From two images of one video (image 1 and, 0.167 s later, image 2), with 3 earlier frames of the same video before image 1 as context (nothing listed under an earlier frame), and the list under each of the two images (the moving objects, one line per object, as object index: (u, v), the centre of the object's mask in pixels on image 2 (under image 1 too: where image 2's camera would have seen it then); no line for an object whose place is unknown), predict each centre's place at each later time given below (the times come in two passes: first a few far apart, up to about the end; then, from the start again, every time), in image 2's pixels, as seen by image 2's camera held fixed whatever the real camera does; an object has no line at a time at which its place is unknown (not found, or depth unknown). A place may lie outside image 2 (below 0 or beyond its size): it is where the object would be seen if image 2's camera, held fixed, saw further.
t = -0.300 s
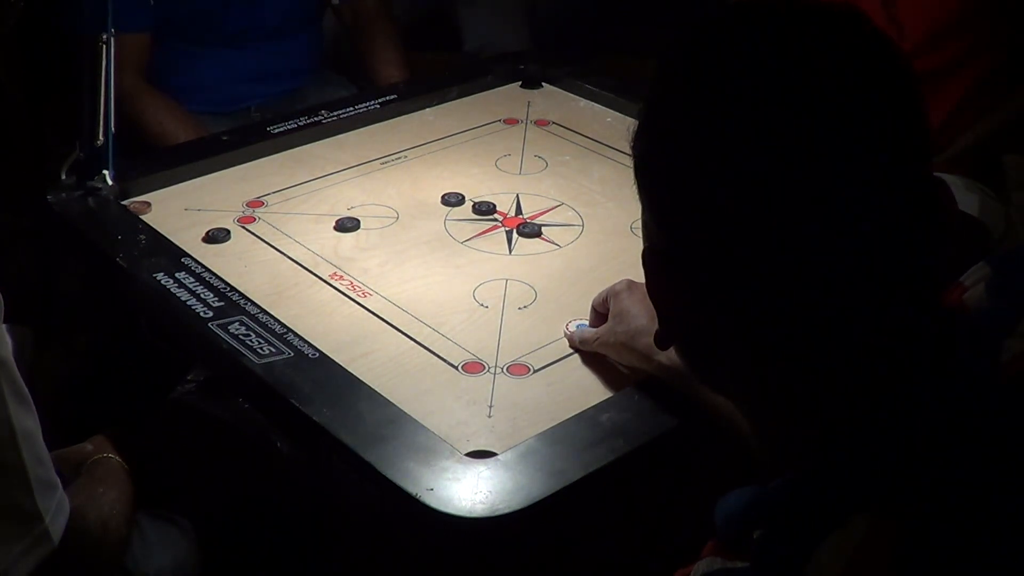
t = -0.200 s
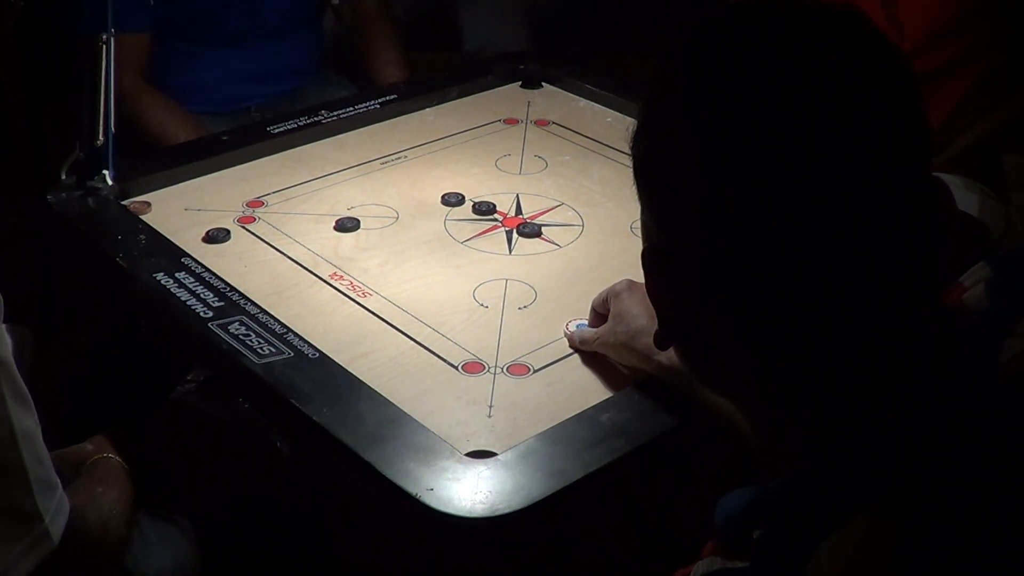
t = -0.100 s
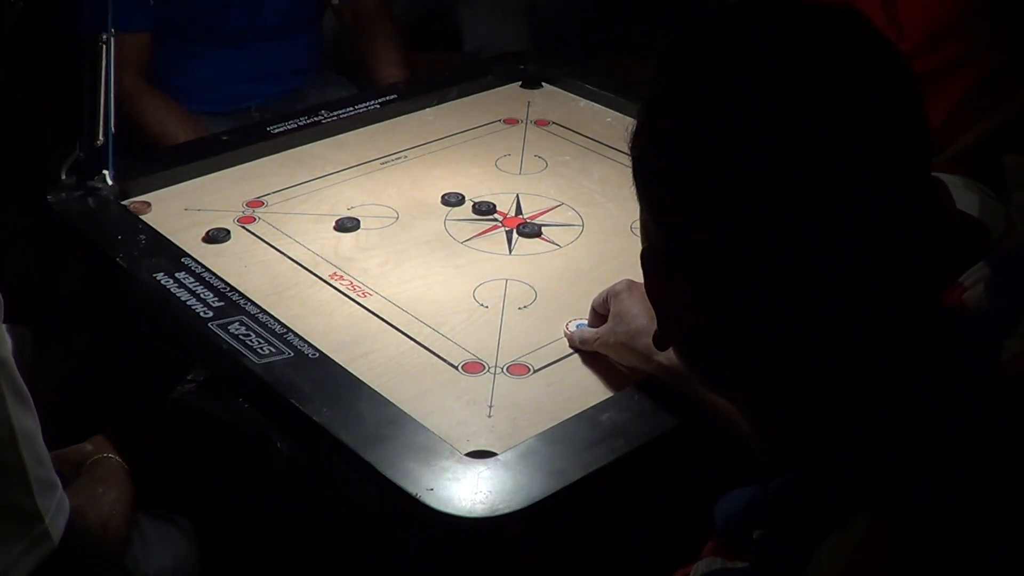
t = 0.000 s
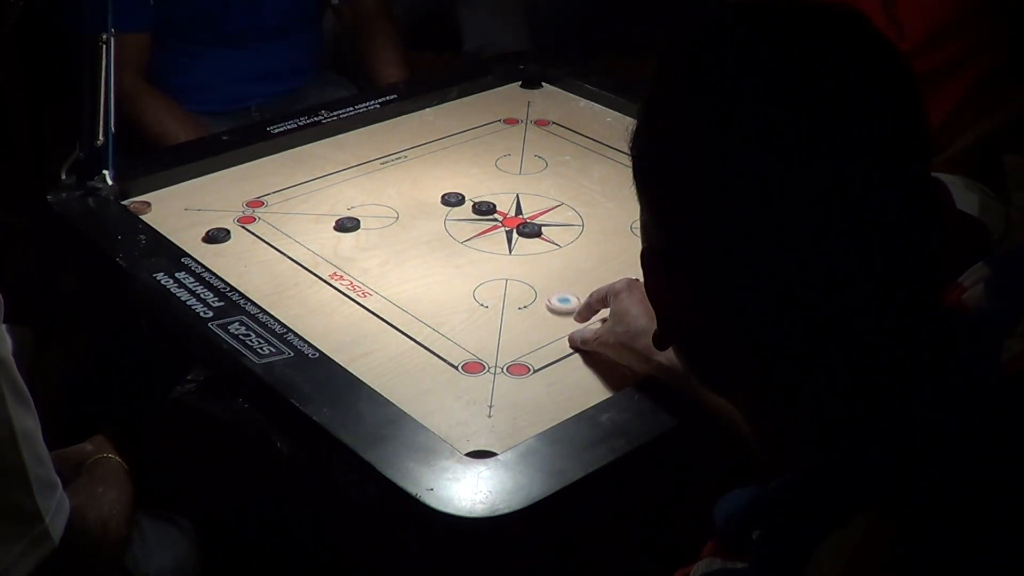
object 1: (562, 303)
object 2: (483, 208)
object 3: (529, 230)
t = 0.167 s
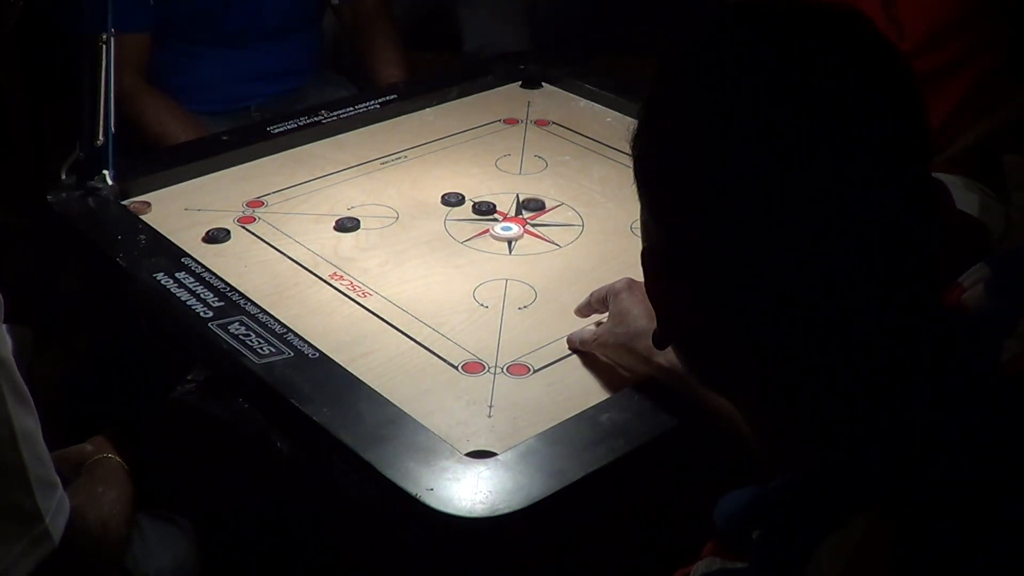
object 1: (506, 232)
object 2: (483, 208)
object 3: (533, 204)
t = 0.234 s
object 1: (488, 219)
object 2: (481, 204)
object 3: (538, 176)
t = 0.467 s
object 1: (463, 210)
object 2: (457, 161)
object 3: (549, 107)
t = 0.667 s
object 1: (462, 210)
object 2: (449, 146)
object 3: (517, 90)
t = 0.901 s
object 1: (461, 210)
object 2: (449, 146)
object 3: (494, 97)
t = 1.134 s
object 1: (461, 210)
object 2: (449, 146)
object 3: (493, 98)
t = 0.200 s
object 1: (496, 224)
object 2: (483, 208)
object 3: (536, 189)
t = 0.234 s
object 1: (488, 219)
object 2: (481, 204)
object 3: (538, 176)
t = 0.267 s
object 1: (482, 218)
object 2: (477, 196)
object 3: (540, 164)
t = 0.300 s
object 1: (477, 215)
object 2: (473, 189)
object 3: (542, 152)
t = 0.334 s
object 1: (472, 214)
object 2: (469, 182)
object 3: (544, 142)
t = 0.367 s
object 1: (469, 212)
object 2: (465, 176)
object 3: (546, 132)
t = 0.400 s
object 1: (465, 211)
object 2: (462, 170)
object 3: (547, 123)
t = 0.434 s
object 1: (464, 210)
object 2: (459, 165)
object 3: (549, 114)
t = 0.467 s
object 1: (463, 210)
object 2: (457, 161)
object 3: (549, 107)
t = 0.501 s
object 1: (462, 210)
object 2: (455, 157)
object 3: (551, 100)
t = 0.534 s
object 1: (462, 210)
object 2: (453, 154)
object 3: (552, 94)
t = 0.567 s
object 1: (462, 210)
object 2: (452, 151)
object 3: (550, 90)
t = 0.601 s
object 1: (462, 210)
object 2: (451, 149)
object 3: (539, 90)
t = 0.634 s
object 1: (462, 210)
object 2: (450, 148)
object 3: (527, 90)
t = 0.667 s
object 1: (462, 210)
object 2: (449, 146)
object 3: (517, 90)
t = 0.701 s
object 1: (462, 210)
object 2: (449, 146)
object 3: (508, 90)
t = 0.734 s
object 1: (462, 210)
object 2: (449, 146)
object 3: (502, 90)
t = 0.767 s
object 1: (462, 210)
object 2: (449, 146)
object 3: (499, 92)
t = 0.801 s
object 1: (462, 210)
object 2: (449, 146)
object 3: (497, 93)
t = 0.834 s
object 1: (462, 210)
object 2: (449, 146)
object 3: (496, 95)
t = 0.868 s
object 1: (461, 210)
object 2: (449, 146)
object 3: (495, 96)
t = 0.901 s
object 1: (461, 210)
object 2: (449, 146)
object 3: (494, 97)
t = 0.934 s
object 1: (461, 210)
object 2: (449, 146)
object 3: (494, 98)
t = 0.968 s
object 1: (461, 210)
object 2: (449, 146)
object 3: (493, 98)
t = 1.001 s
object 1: (461, 210)
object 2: (449, 146)
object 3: (493, 98)
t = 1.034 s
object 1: (461, 210)
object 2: (449, 146)
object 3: (493, 98)
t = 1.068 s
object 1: (461, 210)
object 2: (449, 146)
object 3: (493, 98)
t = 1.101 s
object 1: (461, 210)
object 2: (449, 146)
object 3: (493, 98)
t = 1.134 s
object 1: (461, 210)
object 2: (449, 146)
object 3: (493, 98)
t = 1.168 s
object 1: (461, 210)
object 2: (449, 146)
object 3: (493, 98)
